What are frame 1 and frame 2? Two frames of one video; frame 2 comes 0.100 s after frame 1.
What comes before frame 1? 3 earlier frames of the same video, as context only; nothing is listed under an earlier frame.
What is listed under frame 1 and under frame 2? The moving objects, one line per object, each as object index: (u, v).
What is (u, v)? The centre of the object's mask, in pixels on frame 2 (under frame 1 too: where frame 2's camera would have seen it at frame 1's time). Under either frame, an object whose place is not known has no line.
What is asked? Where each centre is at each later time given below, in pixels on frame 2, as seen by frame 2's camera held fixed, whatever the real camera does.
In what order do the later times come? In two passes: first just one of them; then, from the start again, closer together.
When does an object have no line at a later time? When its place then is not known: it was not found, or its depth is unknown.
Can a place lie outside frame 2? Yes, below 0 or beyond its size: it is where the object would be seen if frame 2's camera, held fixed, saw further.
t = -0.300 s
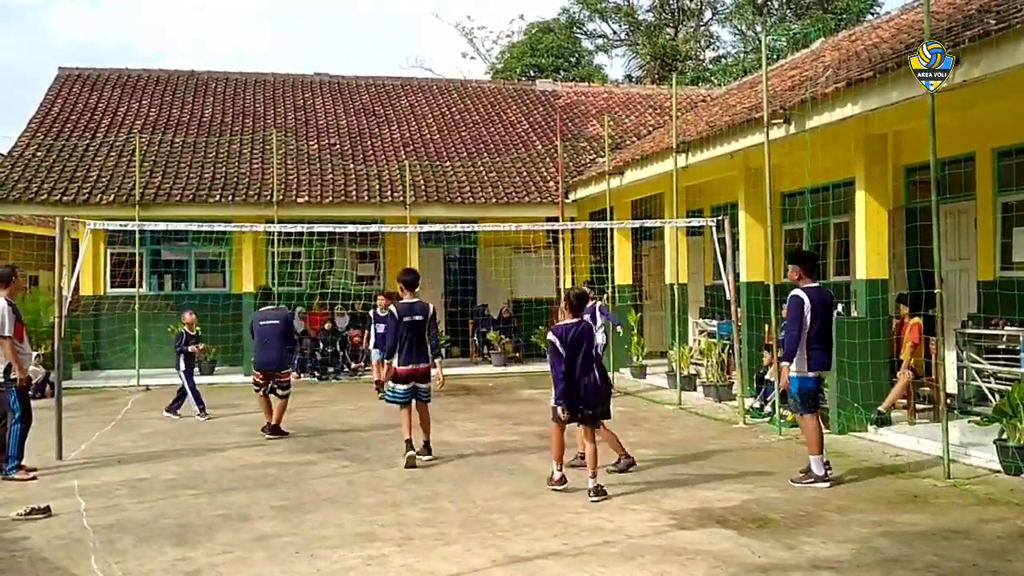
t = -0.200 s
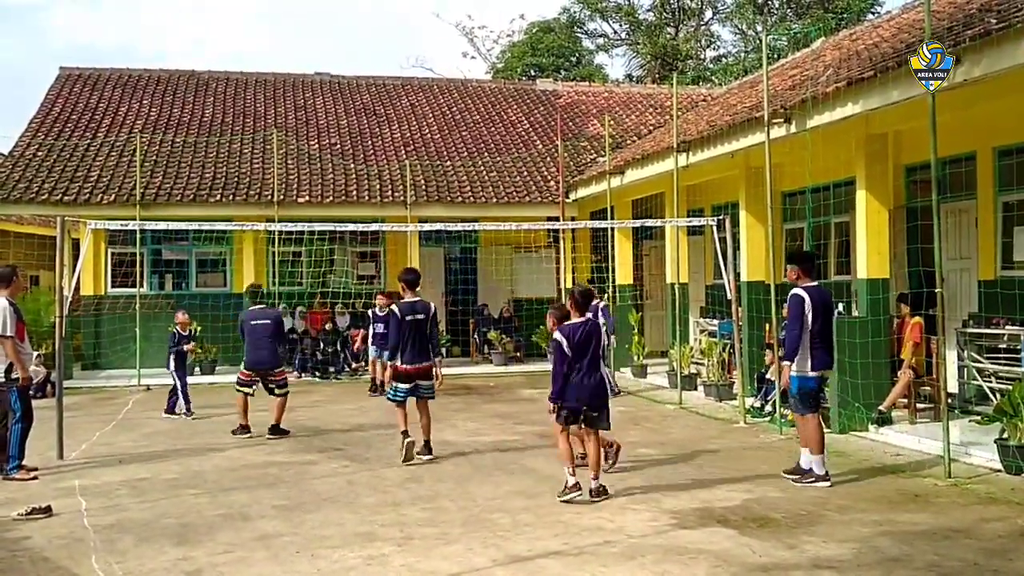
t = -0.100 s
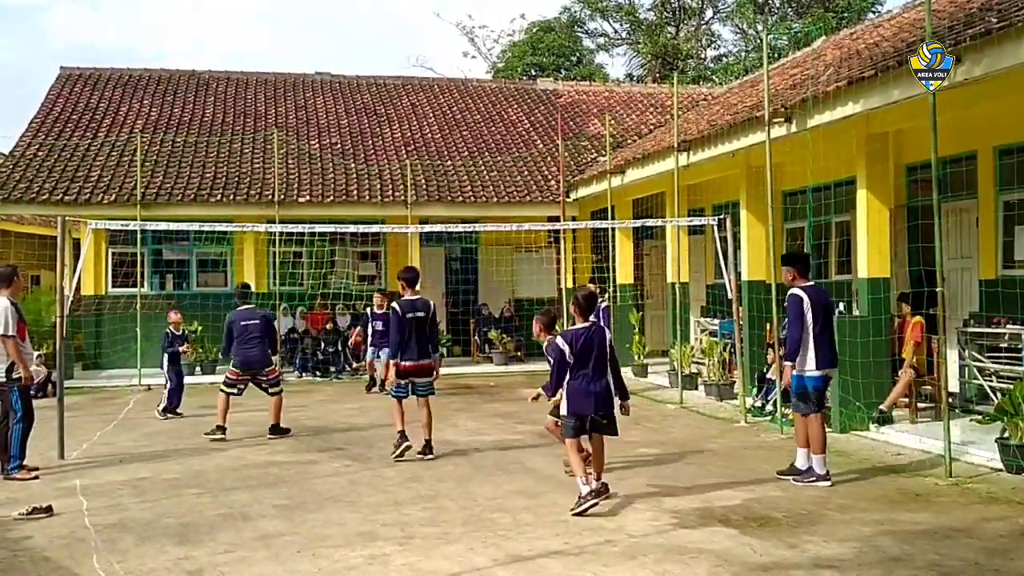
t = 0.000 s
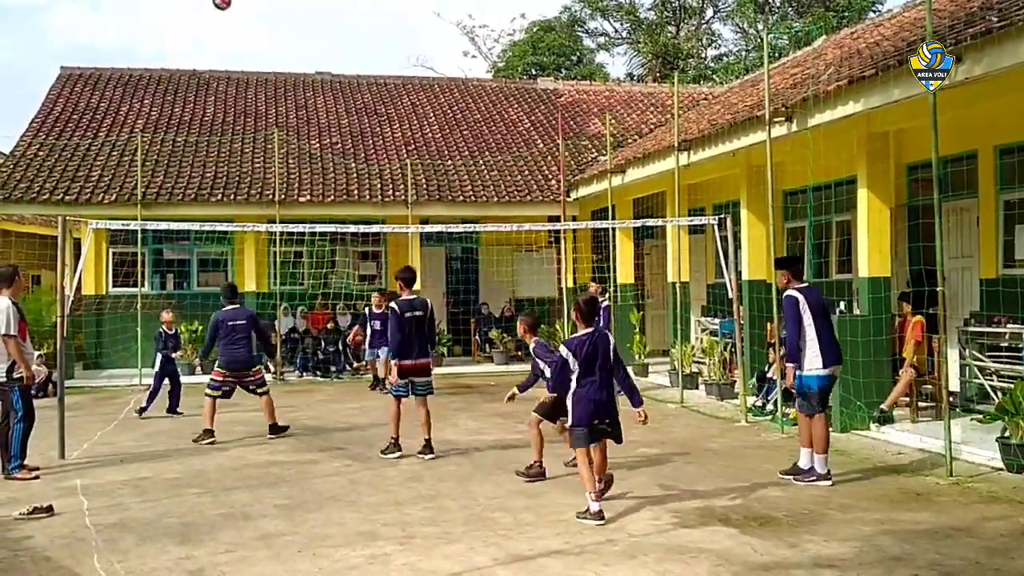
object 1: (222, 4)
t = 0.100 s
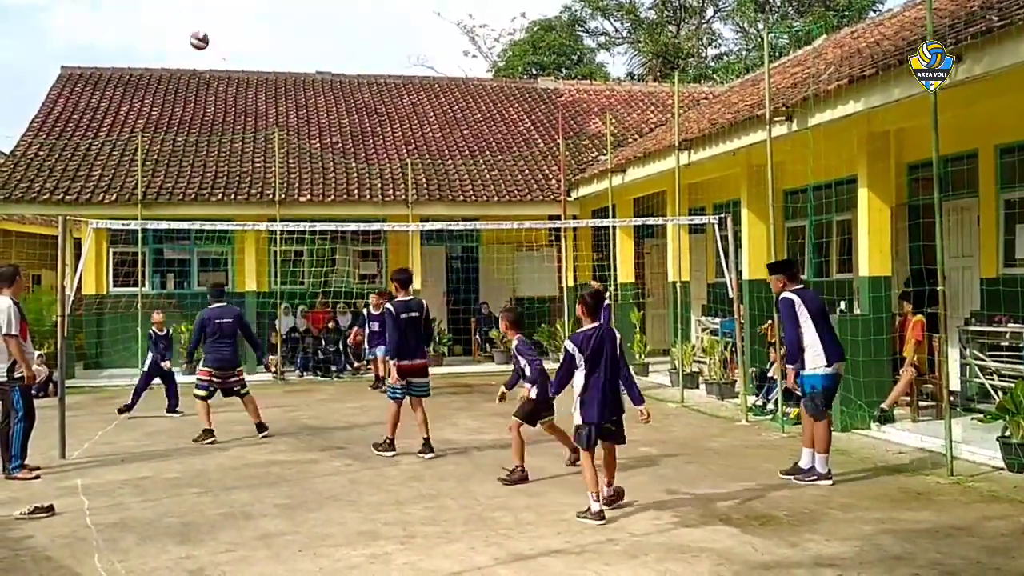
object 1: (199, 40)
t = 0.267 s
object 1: (162, 125)
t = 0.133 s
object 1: (192, 56)
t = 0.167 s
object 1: (185, 71)
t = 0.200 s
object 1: (176, 88)
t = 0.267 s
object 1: (162, 125)
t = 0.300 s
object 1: (154, 146)
